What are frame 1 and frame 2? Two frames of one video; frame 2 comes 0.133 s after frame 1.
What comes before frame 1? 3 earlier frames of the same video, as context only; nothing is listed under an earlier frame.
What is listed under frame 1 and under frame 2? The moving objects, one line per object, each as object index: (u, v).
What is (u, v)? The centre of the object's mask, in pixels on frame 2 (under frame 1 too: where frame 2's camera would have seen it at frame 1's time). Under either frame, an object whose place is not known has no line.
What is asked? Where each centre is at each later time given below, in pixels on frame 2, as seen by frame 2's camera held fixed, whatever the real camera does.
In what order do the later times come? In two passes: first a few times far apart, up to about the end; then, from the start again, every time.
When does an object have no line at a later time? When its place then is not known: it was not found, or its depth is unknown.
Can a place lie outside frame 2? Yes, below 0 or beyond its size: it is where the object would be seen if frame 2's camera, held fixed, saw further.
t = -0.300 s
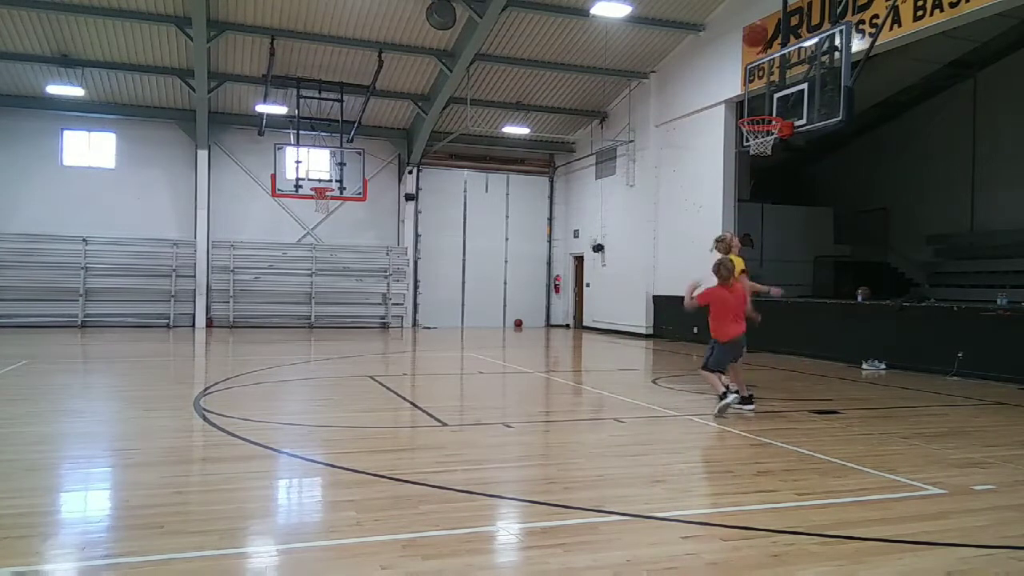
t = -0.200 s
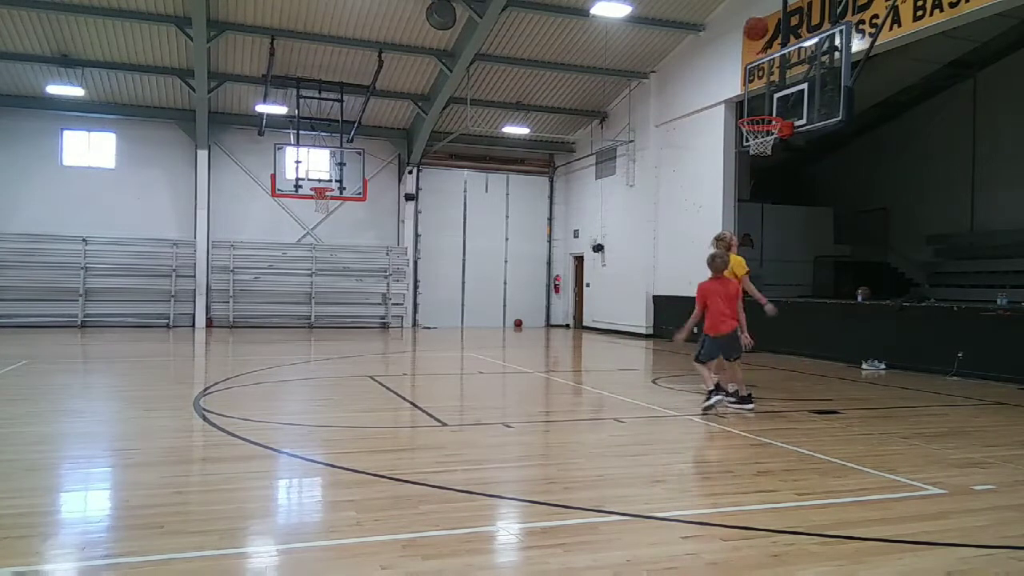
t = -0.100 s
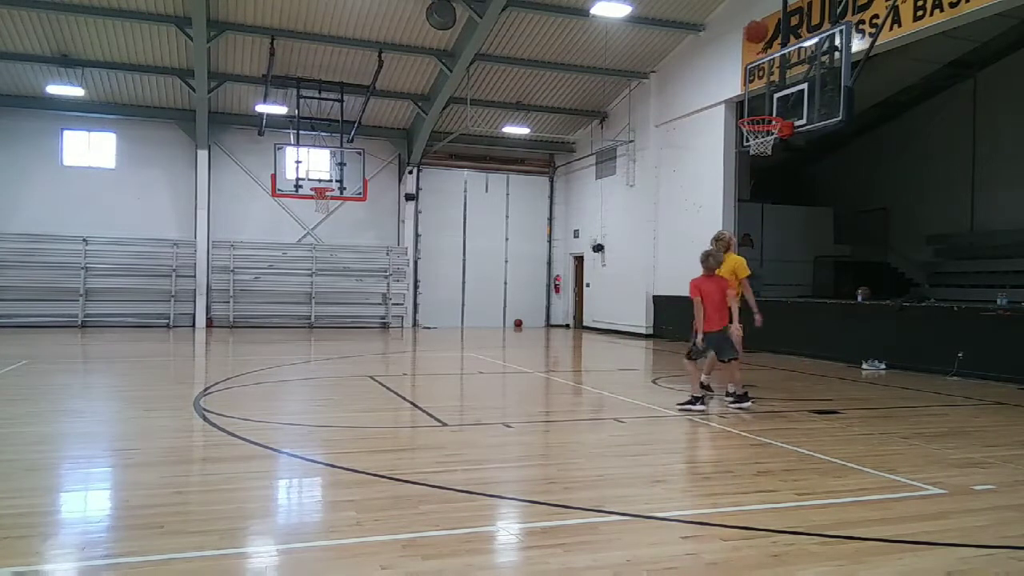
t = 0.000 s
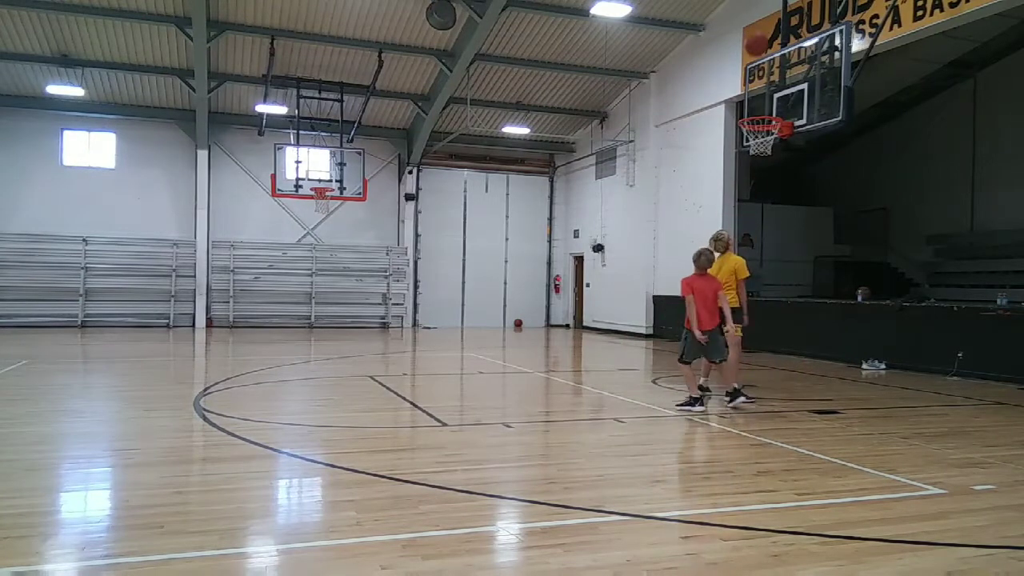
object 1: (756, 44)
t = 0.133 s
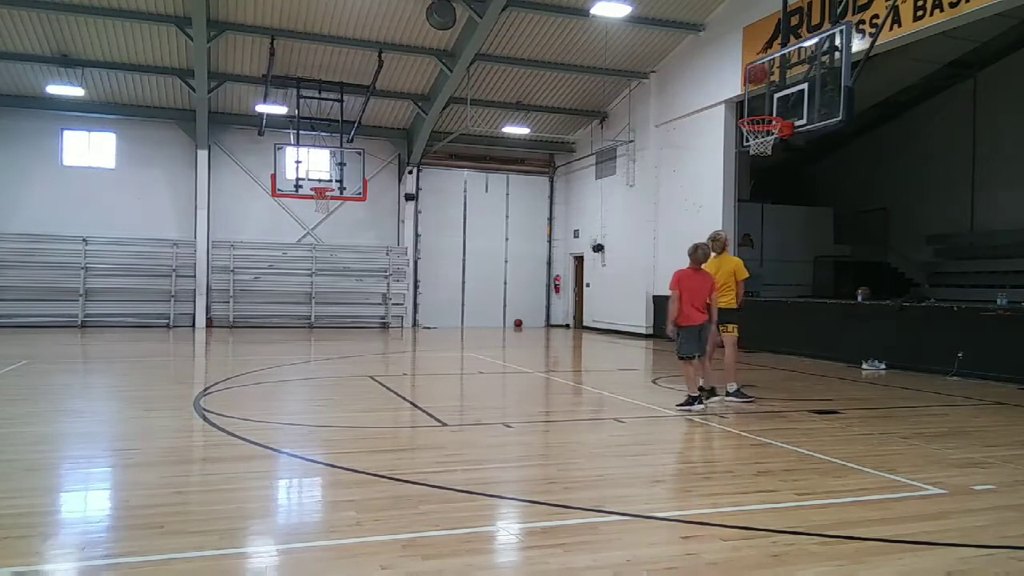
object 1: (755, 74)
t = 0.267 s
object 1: (755, 110)
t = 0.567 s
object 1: (761, 158)
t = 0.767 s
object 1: (762, 204)
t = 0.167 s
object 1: (755, 85)
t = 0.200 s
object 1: (756, 94)
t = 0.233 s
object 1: (755, 106)
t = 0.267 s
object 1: (755, 110)
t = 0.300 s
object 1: (756, 112)
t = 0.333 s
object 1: (758, 114)
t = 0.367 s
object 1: (760, 127)
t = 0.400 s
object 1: (760, 130)
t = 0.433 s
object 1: (761, 132)
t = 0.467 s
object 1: (760, 150)
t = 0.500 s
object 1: (761, 151)
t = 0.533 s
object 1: (761, 153)
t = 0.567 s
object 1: (761, 158)
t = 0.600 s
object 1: (761, 161)
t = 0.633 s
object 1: (761, 167)
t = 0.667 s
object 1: (761, 175)
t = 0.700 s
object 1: (762, 183)
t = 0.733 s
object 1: (762, 193)
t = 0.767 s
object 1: (762, 204)
